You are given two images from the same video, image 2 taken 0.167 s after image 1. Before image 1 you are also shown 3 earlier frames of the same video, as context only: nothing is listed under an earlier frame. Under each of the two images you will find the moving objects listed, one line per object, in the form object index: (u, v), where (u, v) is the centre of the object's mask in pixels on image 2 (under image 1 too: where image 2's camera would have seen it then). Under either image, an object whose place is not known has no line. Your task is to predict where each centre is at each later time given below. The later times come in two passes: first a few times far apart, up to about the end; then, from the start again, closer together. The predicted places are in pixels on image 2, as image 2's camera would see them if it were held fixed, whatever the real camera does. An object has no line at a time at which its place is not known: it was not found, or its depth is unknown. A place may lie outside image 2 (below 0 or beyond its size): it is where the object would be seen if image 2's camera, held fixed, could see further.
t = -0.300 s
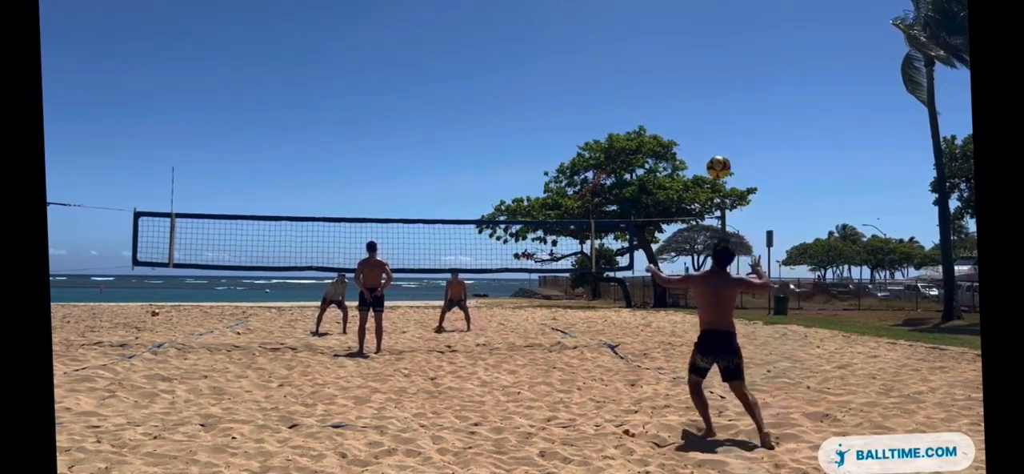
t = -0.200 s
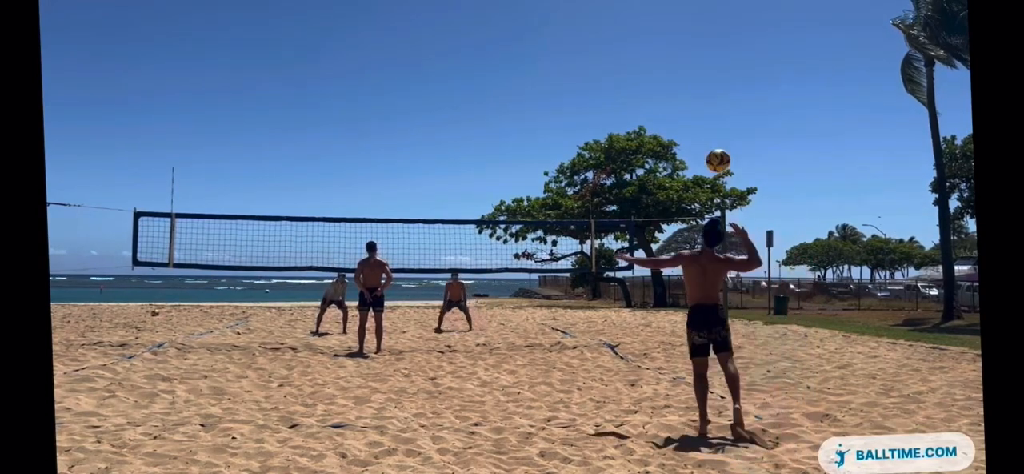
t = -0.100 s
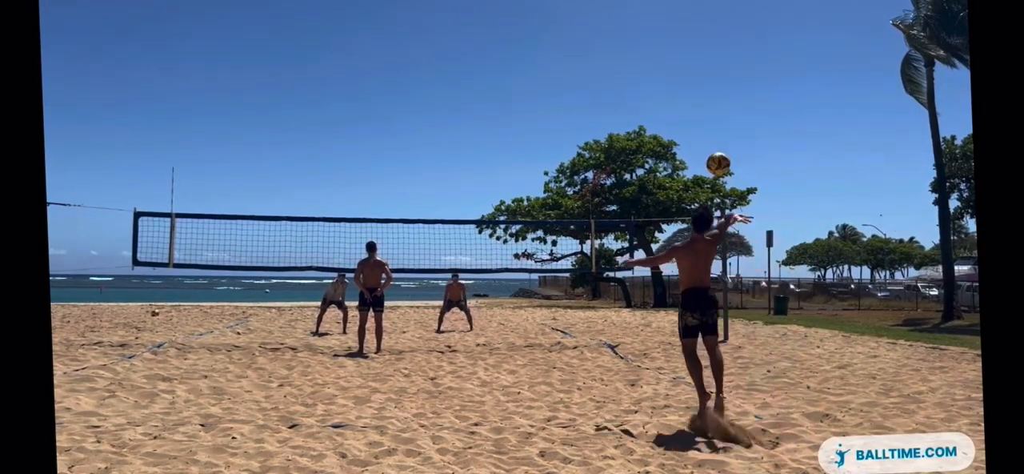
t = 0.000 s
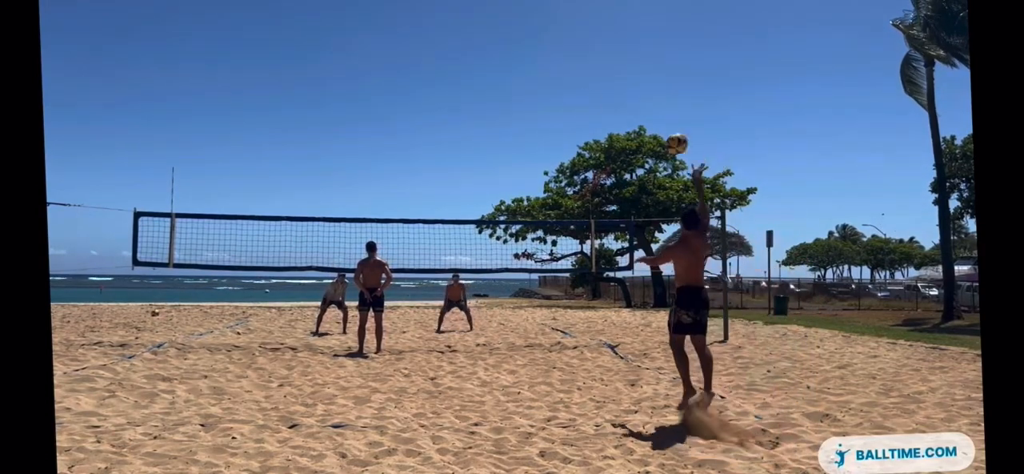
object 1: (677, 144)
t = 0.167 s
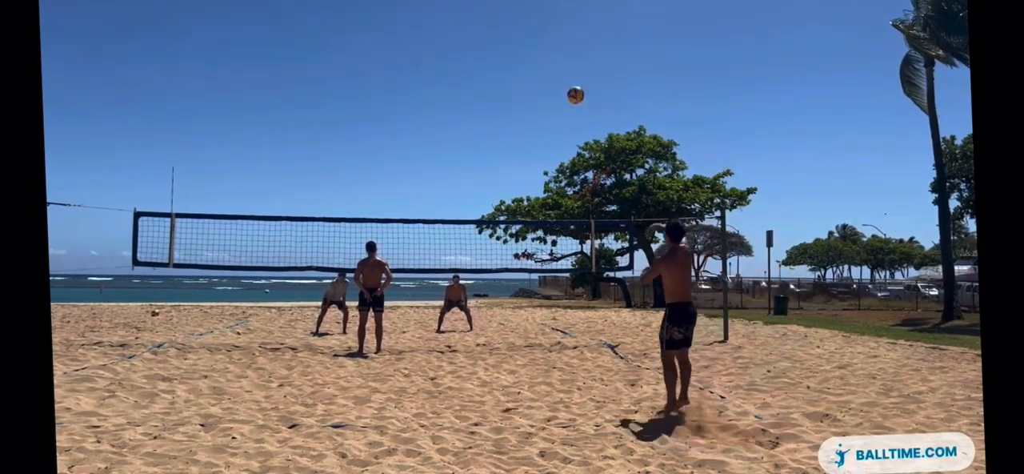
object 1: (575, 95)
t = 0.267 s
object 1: (534, 83)
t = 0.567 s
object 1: (451, 86)
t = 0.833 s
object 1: (407, 119)
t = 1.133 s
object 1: (382, 180)
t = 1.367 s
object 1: (369, 238)
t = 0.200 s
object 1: (560, 90)
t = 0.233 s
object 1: (547, 86)
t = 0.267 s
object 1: (534, 83)
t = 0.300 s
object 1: (522, 81)
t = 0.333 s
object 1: (511, 80)
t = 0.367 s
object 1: (501, 79)
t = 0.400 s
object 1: (491, 79)
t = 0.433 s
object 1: (482, 79)
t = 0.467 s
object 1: (474, 81)
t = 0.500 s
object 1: (466, 82)
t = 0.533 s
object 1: (458, 84)
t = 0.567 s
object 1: (451, 86)
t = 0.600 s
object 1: (444, 89)
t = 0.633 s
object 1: (437, 92)
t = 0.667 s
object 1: (431, 95)
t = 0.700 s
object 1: (425, 99)
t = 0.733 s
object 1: (420, 103)
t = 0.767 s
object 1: (415, 108)
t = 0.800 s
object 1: (411, 113)
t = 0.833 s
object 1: (407, 119)
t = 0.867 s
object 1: (403, 124)
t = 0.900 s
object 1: (400, 131)
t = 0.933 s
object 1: (396, 137)
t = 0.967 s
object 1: (394, 144)
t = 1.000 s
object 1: (391, 150)
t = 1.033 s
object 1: (388, 157)
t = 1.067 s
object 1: (386, 165)
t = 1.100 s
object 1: (384, 172)
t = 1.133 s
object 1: (382, 180)
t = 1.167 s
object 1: (380, 187)
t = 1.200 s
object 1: (378, 196)
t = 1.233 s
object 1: (376, 204)
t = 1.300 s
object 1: (373, 220)
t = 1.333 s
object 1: (371, 229)
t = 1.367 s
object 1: (369, 238)
